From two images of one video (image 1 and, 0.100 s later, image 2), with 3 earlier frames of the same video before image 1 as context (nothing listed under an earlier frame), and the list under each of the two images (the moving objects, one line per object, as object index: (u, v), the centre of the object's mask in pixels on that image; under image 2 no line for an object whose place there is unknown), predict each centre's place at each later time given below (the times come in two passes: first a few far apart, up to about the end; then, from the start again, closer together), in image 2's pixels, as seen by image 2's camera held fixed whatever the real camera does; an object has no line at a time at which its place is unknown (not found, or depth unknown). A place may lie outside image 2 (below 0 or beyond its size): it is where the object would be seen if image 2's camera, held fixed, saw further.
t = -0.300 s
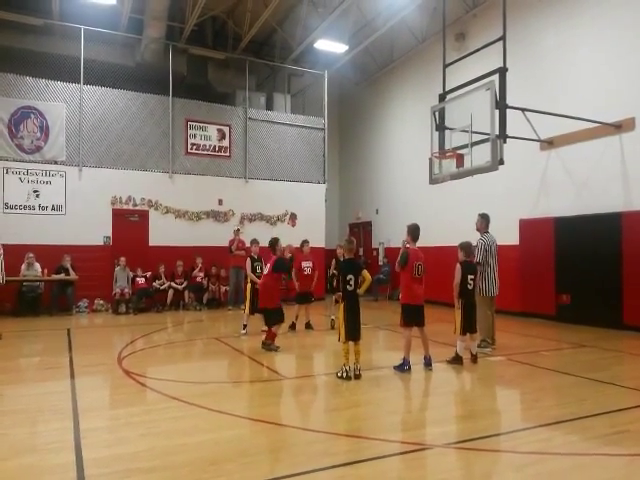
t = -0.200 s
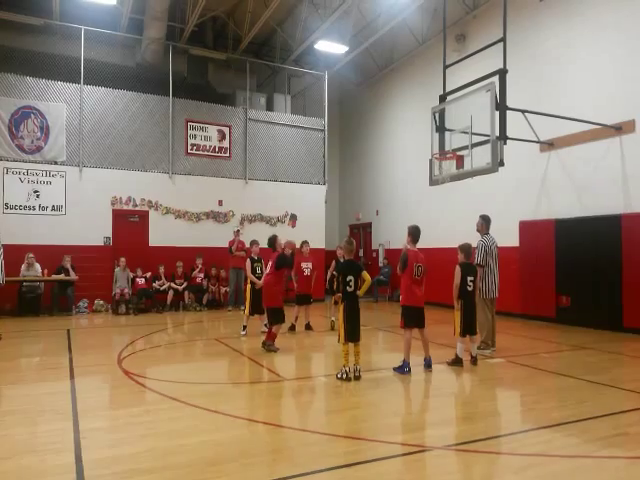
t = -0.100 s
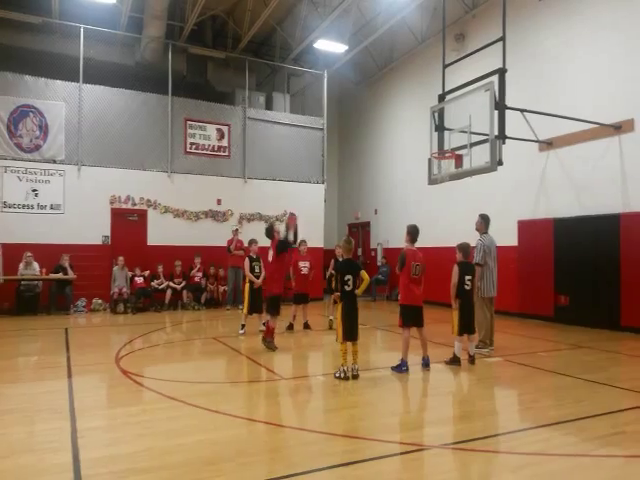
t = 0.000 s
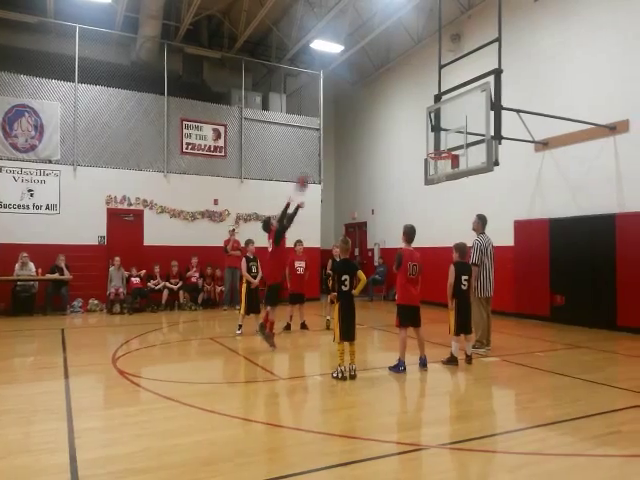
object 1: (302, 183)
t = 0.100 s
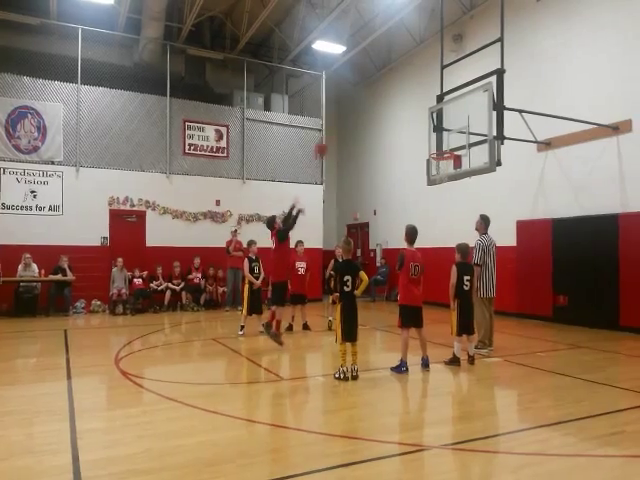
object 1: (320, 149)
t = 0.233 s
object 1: (342, 113)
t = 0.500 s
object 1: (379, 85)
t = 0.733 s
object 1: (411, 101)
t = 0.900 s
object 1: (431, 131)
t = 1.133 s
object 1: (446, 190)
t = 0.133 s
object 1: (326, 137)
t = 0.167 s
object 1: (332, 130)
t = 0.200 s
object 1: (337, 120)
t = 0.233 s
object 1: (342, 113)
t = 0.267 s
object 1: (346, 106)
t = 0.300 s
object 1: (351, 102)
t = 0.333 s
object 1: (356, 96)
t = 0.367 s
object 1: (361, 92)
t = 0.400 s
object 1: (366, 90)
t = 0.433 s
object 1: (370, 87)
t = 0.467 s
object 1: (374, 86)
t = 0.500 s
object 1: (379, 85)
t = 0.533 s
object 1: (385, 84)
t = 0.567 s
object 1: (389, 85)
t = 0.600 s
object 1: (394, 87)
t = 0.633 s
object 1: (398, 90)
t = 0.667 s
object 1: (402, 93)
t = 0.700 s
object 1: (407, 96)
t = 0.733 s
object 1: (411, 101)
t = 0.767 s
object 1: (415, 105)
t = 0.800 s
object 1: (420, 111)
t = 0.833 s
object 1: (423, 117)
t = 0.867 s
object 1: (428, 124)
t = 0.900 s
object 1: (431, 131)
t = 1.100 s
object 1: (446, 183)
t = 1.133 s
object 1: (446, 190)
